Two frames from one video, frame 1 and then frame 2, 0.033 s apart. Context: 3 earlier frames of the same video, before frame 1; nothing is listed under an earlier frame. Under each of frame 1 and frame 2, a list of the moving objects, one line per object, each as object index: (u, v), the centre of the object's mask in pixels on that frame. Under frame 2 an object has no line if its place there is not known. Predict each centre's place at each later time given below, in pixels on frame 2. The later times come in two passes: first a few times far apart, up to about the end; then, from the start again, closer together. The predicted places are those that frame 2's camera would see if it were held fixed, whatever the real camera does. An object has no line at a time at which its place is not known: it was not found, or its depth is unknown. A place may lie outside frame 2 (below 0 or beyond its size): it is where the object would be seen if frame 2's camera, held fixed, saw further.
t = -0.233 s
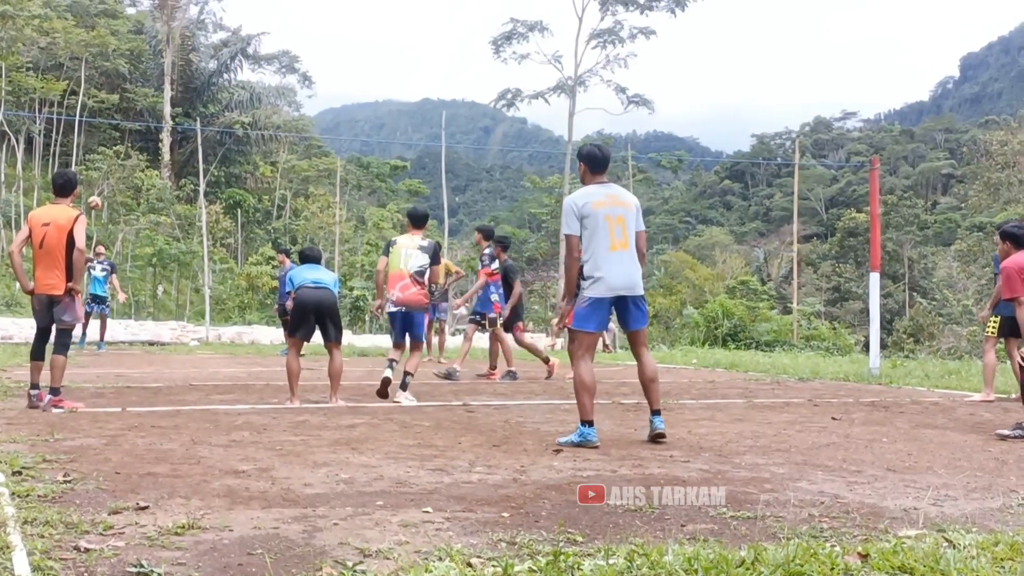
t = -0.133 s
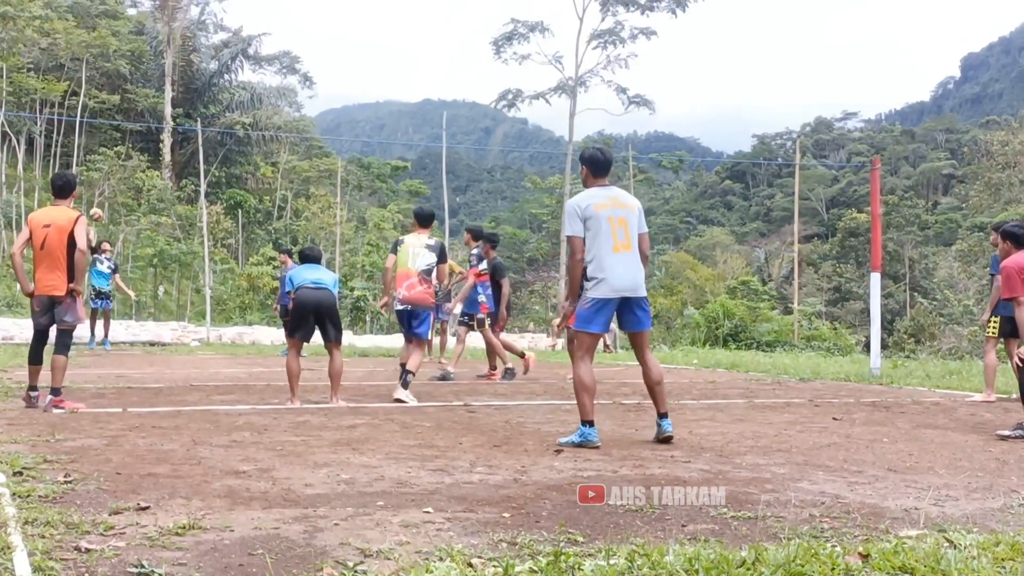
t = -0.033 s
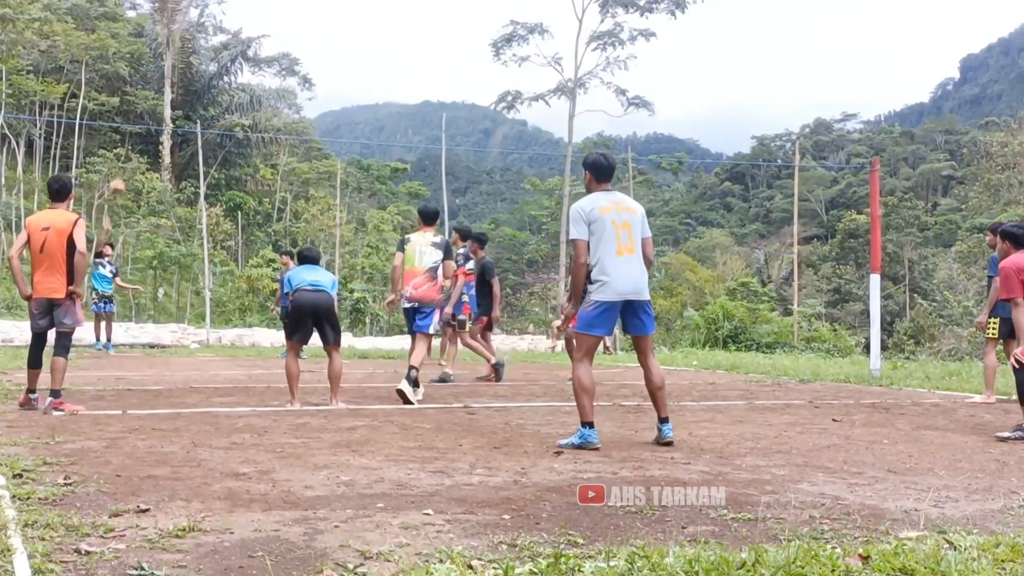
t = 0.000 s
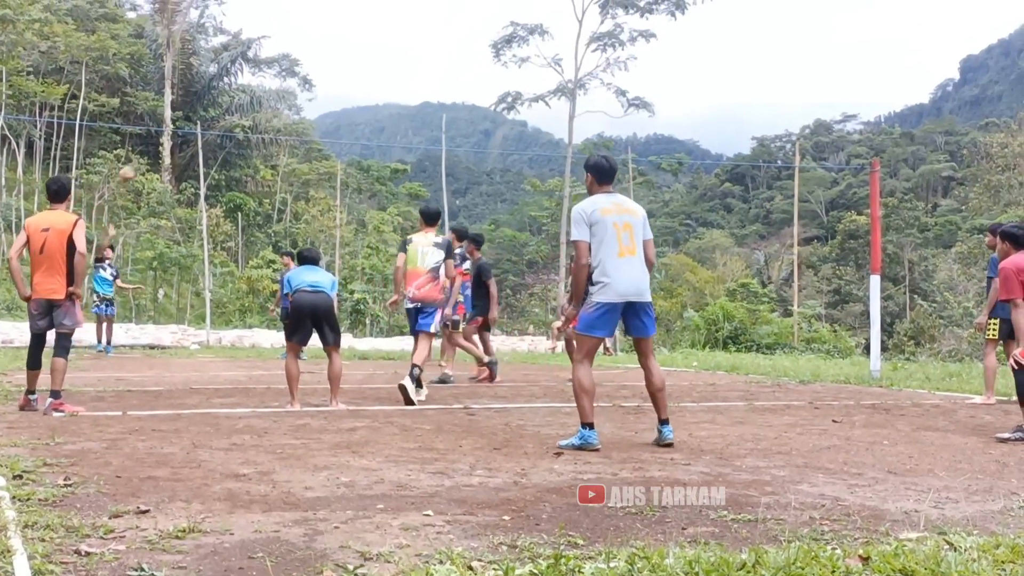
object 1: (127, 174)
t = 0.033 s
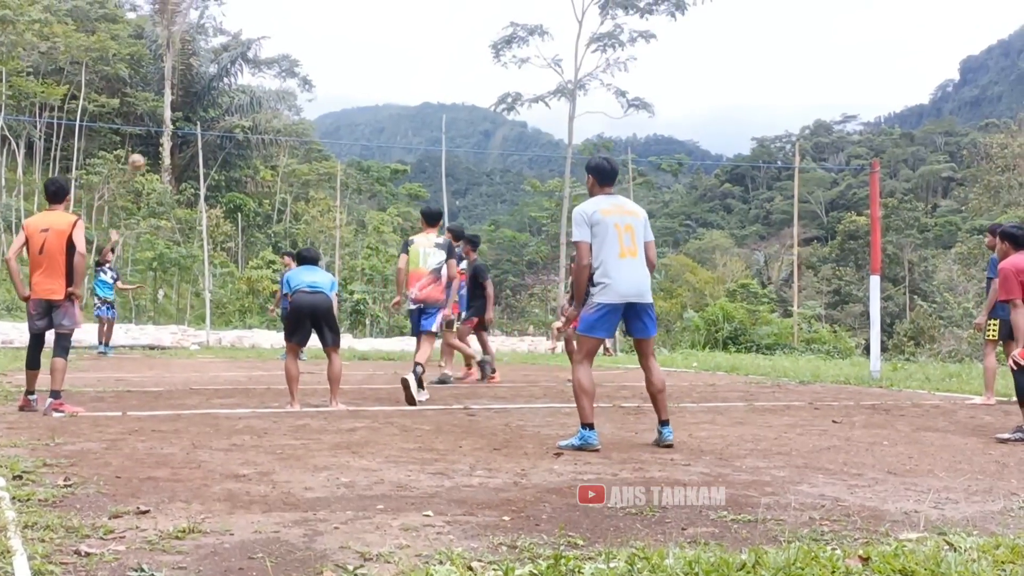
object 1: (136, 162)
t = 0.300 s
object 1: (217, 75)
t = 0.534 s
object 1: (303, 31)
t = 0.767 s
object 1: (403, 30)
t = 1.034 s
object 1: (547, 102)
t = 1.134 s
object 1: (614, 152)
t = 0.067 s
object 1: (146, 148)
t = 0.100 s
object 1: (155, 137)
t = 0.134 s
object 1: (165, 123)
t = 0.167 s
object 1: (176, 113)
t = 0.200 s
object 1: (185, 102)
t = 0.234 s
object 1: (196, 92)
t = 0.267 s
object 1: (207, 83)
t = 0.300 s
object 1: (217, 75)
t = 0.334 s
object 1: (230, 66)
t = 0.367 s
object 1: (242, 58)
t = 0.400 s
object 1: (253, 50)
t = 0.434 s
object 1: (265, 46)
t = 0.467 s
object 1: (277, 40)
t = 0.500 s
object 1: (290, 35)
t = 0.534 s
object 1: (303, 31)
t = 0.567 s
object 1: (316, 28)
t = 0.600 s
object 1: (329, 25)
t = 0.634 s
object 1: (344, 24)
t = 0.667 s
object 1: (358, 24)
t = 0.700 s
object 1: (372, 25)
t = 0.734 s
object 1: (388, 27)
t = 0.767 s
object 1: (403, 30)
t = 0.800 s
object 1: (419, 34)
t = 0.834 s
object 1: (436, 40)
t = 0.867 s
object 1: (453, 47)
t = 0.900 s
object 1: (470, 55)
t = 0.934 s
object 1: (489, 65)
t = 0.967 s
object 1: (508, 76)
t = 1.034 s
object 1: (547, 102)
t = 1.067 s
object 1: (569, 118)
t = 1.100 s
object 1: (592, 136)
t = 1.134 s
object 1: (614, 152)
